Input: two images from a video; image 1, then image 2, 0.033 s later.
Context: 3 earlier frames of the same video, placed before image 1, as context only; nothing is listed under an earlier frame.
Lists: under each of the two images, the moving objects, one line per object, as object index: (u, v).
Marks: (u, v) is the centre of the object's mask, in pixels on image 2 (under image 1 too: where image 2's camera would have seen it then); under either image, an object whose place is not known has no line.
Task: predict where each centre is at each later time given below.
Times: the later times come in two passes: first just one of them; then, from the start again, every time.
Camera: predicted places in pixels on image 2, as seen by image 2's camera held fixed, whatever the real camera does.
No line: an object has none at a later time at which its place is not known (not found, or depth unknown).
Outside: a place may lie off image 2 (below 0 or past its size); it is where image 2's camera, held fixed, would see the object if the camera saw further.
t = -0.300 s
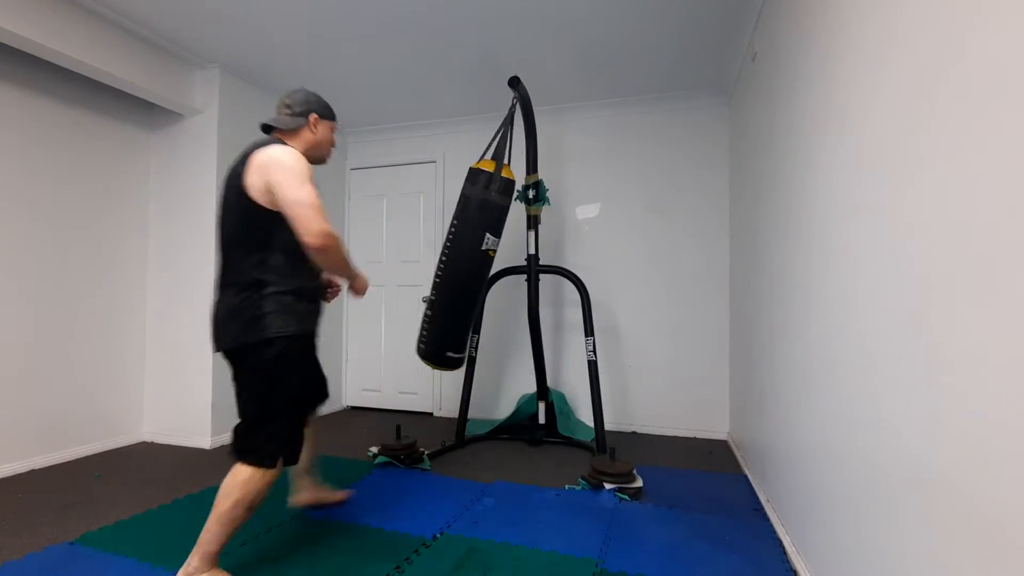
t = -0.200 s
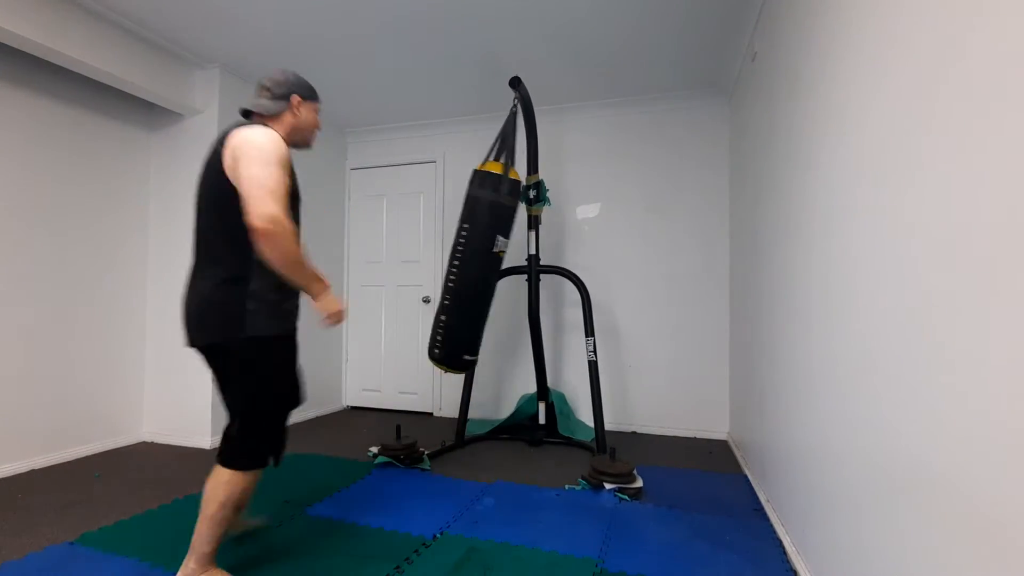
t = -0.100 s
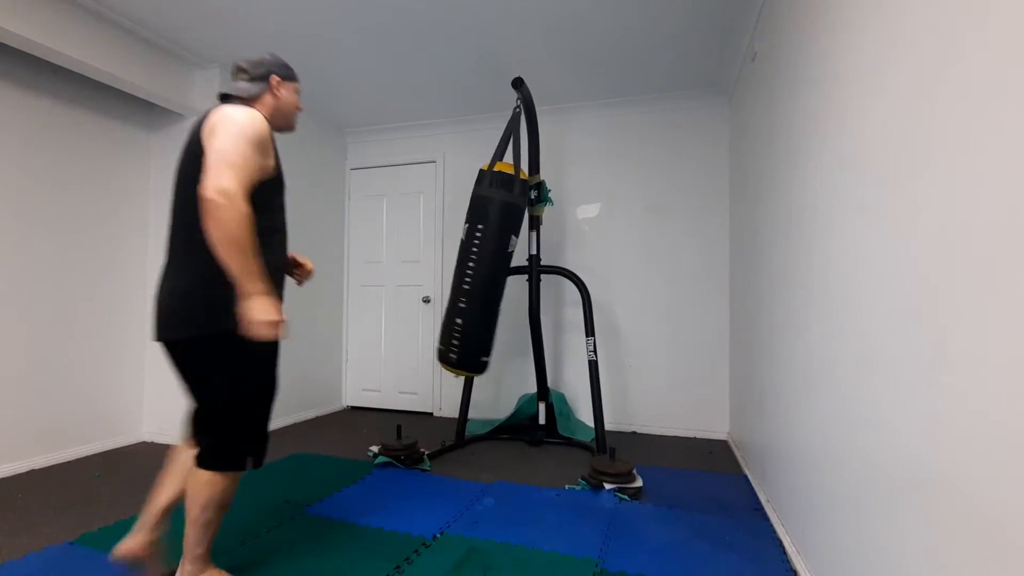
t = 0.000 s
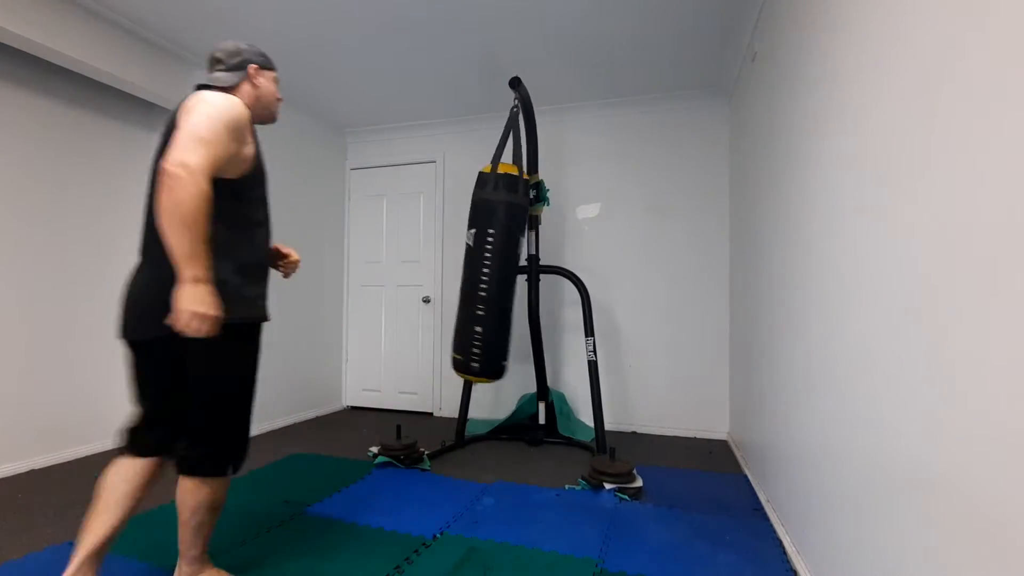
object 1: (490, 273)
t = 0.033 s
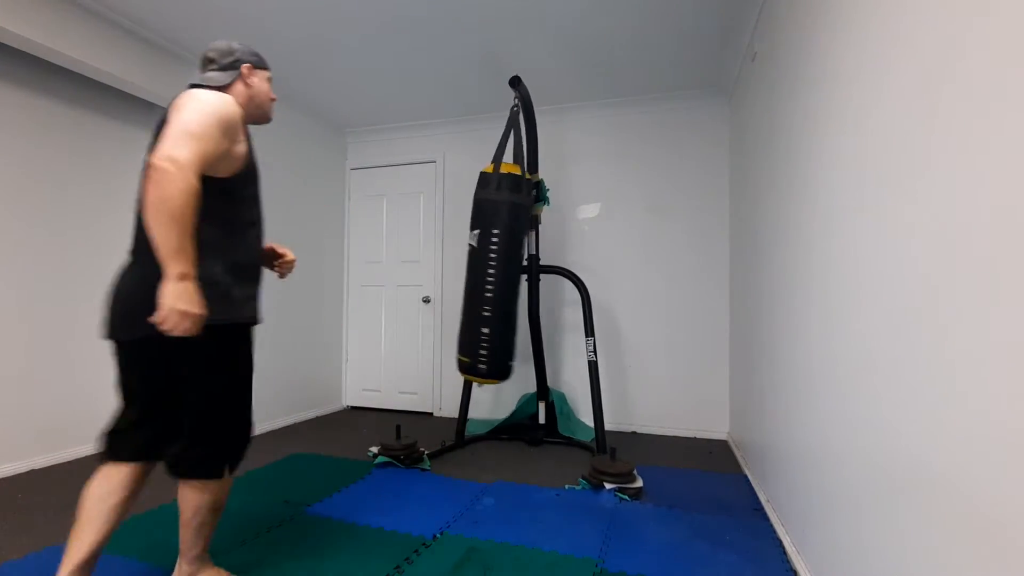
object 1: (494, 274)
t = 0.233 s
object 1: (521, 280)
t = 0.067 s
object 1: (498, 274)
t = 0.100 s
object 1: (503, 275)
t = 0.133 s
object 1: (508, 277)
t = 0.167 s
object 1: (511, 277)
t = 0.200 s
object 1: (516, 278)
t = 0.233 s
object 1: (521, 280)
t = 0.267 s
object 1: (526, 280)
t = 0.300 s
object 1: (531, 281)
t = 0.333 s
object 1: (536, 279)
